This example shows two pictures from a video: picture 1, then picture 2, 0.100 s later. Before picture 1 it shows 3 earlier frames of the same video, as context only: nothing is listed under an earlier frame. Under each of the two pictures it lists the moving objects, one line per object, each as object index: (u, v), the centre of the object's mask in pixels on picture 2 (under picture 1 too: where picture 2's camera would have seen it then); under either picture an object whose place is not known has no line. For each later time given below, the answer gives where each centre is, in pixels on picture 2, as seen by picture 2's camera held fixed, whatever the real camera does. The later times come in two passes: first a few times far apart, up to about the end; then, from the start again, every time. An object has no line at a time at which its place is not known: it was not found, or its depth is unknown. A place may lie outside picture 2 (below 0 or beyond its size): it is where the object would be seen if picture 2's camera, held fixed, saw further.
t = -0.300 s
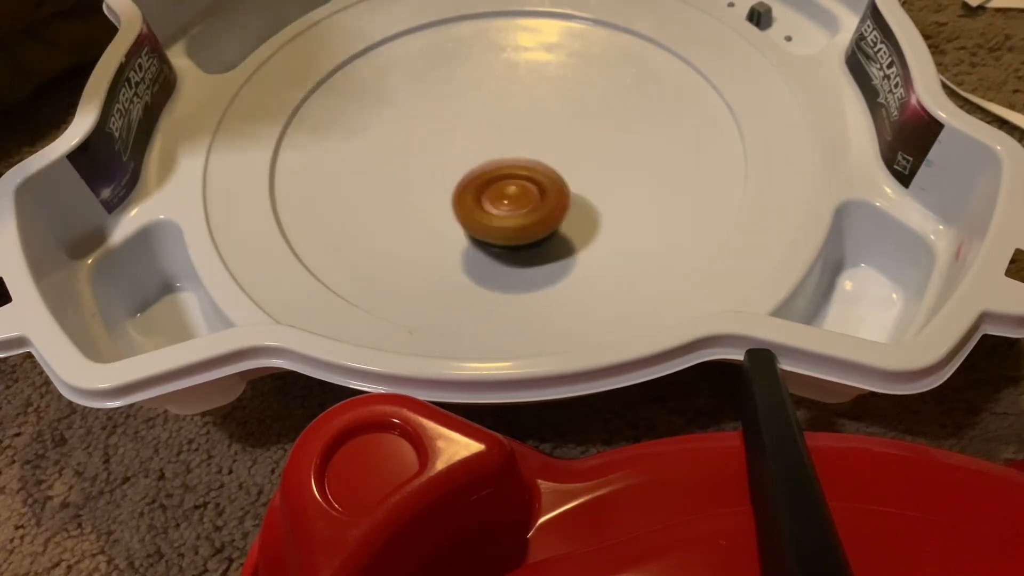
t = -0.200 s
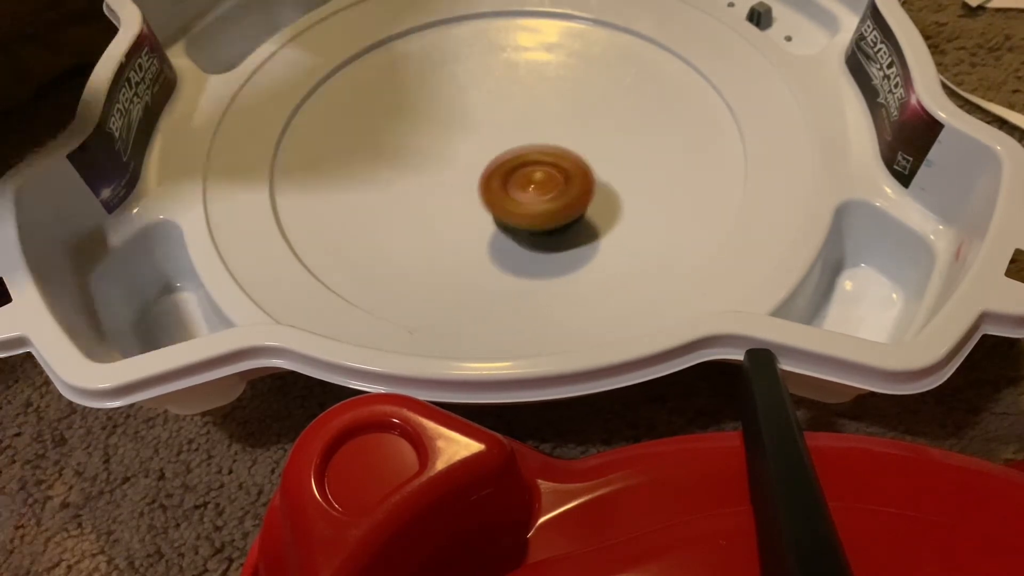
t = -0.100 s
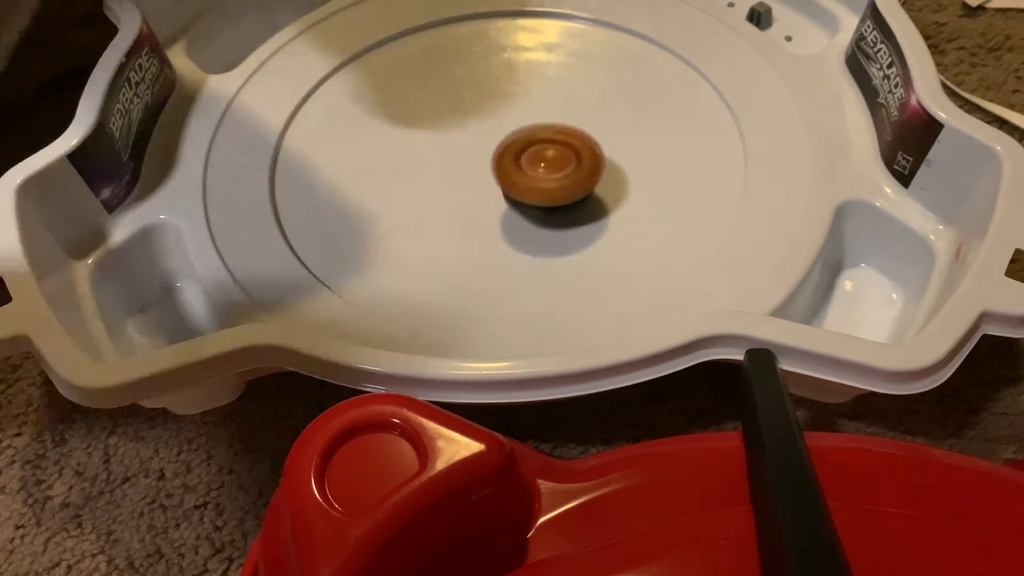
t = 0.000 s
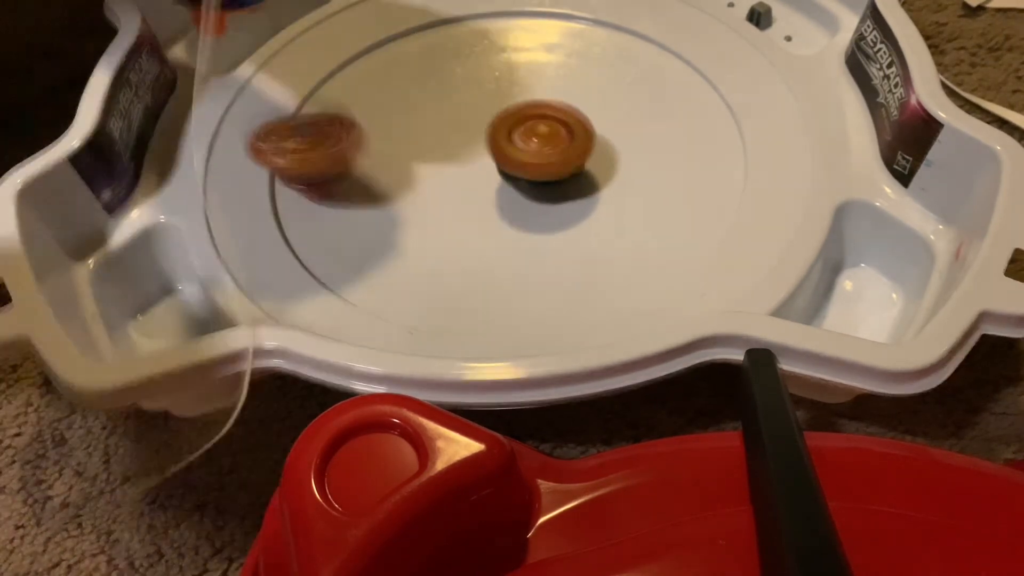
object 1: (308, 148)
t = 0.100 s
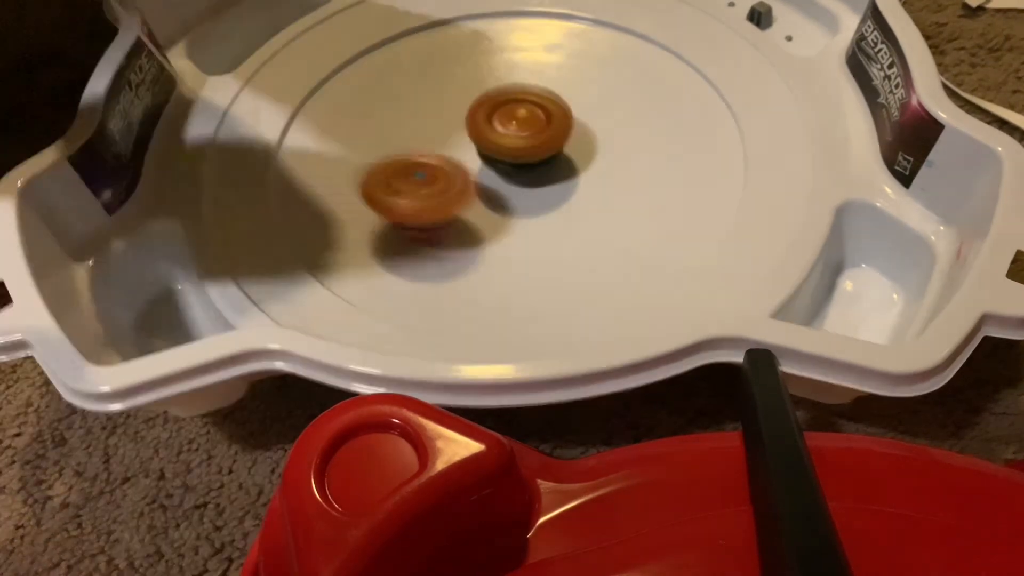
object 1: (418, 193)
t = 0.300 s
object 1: (541, 172)
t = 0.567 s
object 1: (526, 120)
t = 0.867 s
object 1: (509, 140)
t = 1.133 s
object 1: (609, 93)
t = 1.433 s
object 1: (525, 26)
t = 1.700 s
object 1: (446, 127)
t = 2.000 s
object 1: (608, 194)
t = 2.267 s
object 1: (646, 99)
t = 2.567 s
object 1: (464, 84)
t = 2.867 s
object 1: (403, 174)
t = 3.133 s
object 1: (365, 61)
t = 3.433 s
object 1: (433, 55)
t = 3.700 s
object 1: (546, 27)
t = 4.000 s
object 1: (581, 28)
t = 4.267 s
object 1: (578, 126)
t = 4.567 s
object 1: (586, 227)
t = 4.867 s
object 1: (524, 211)
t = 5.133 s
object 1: (408, 147)
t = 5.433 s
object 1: (374, 104)
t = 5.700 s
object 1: (443, 51)
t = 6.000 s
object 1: (506, 35)
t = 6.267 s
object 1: (587, 92)
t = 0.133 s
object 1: (452, 198)
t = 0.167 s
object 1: (486, 205)
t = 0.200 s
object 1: (509, 203)
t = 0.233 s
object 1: (526, 196)
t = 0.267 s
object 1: (537, 185)
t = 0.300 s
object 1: (541, 172)
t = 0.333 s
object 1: (541, 157)
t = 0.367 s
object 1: (538, 145)
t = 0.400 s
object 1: (549, 145)
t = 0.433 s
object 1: (554, 142)
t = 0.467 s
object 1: (552, 138)
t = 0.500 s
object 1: (544, 131)
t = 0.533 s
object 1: (535, 125)
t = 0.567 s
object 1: (526, 120)
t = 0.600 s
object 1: (517, 117)
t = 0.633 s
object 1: (508, 115)
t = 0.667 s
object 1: (497, 115)
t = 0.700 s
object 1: (488, 116)
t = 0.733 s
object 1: (479, 119)
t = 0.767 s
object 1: (471, 122)
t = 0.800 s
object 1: (464, 129)
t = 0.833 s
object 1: (487, 135)
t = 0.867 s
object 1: (509, 140)
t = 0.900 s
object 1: (529, 141)
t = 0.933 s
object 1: (548, 140)
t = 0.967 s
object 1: (566, 136)
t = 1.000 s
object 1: (582, 130)
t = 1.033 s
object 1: (594, 122)
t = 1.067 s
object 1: (603, 112)
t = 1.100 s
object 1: (608, 102)
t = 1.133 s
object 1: (609, 93)
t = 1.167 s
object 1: (607, 83)
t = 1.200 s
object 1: (601, 75)
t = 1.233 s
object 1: (592, 69)
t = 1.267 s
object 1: (579, 64)
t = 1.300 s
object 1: (571, 55)
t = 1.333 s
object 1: (566, 39)
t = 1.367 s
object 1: (556, 32)
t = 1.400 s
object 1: (542, 27)
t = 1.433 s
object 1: (525, 26)
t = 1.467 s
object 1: (506, 28)
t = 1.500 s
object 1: (488, 31)
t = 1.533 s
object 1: (473, 38)
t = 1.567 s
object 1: (460, 52)
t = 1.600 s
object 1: (449, 70)
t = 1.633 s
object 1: (443, 89)
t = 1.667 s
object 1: (442, 108)
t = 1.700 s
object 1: (446, 127)
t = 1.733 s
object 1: (453, 145)
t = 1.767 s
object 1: (464, 159)
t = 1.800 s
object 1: (479, 173)
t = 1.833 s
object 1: (498, 184)
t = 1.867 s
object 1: (518, 192)
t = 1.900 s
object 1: (541, 197)
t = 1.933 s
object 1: (565, 199)
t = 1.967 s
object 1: (588, 198)
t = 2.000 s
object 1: (608, 194)
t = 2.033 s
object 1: (629, 187)
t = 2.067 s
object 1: (646, 176)
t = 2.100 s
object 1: (658, 166)
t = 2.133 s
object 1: (669, 151)
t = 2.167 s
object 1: (672, 135)
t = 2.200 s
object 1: (669, 123)
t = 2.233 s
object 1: (661, 109)
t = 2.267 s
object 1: (646, 99)
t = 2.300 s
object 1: (628, 92)
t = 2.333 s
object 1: (606, 86)
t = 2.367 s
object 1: (581, 85)
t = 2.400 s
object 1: (556, 86)
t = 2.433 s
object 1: (531, 89)
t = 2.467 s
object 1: (510, 90)
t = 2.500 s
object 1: (496, 84)
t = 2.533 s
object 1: (481, 82)
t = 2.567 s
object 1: (464, 84)
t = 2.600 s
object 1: (446, 87)
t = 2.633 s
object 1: (429, 94)
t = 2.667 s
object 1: (414, 102)
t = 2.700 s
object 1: (401, 112)
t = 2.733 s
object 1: (392, 125)
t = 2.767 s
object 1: (387, 139)
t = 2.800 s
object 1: (388, 153)
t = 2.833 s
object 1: (396, 169)
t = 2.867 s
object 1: (403, 174)
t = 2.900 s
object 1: (391, 150)
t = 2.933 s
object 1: (385, 128)
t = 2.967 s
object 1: (382, 111)
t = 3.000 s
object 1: (377, 98)
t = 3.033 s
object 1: (374, 86)
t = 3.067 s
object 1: (370, 77)
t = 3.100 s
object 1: (367, 69)
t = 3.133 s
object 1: (365, 61)
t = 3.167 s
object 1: (364, 56)
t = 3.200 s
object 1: (366, 50)
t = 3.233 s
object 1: (370, 47)
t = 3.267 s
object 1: (375, 47)
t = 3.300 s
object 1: (382, 48)
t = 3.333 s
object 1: (392, 48)
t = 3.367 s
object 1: (404, 49)
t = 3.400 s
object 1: (418, 51)
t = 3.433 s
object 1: (433, 55)
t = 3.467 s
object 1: (450, 59)
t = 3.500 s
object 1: (466, 61)
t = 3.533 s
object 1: (483, 64)
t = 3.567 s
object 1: (501, 64)
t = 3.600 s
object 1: (516, 55)
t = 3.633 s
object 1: (527, 41)
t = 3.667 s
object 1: (537, 33)
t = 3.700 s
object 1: (546, 27)
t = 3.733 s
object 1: (554, 23)
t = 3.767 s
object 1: (561, 19)
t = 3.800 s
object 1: (566, 17)
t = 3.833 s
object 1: (572, 15)
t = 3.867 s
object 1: (572, 18)
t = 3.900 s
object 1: (573, 18)
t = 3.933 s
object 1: (577, 20)
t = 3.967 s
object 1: (579, 24)
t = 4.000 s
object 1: (581, 28)
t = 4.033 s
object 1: (582, 33)
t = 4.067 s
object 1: (582, 41)
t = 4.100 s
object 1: (581, 54)
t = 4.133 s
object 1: (580, 68)
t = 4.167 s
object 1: (579, 82)
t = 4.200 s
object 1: (578, 97)
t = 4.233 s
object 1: (577, 111)
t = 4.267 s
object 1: (578, 126)
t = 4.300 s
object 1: (579, 140)
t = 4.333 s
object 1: (580, 155)
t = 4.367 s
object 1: (580, 168)
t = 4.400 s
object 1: (581, 180)
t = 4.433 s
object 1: (583, 192)
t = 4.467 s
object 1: (584, 202)
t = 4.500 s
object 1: (585, 212)
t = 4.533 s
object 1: (586, 221)
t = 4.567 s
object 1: (586, 227)
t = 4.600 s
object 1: (586, 231)
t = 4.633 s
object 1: (584, 234)
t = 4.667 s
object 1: (581, 235)
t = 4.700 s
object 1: (576, 235)
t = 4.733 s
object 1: (569, 233)
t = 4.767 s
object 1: (565, 231)
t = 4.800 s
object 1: (549, 223)
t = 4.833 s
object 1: (537, 217)
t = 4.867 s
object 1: (524, 211)
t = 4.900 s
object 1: (510, 208)
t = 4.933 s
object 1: (495, 197)
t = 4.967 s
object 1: (480, 193)
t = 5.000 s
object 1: (464, 182)
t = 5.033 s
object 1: (450, 173)
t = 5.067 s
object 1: (436, 164)
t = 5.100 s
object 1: (421, 156)
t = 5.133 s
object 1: (408, 147)
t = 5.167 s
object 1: (396, 139)
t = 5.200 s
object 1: (385, 131)
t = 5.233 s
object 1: (376, 124)
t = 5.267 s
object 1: (369, 117)
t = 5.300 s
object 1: (364, 113)
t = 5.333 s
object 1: (363, 109)
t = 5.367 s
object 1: (364, 107)
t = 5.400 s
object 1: (368, 106)
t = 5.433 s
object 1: (374, 104)
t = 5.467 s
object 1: (381, 103)
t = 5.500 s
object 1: (390, 102)
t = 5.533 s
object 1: (402, 101)
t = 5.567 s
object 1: (416, 99)
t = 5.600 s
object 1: (430, 96)
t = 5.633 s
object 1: (438, 86)
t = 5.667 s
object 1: (439, 66)
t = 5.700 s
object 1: (443, 51)
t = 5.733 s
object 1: (448, 42)
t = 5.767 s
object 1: (454, 36)
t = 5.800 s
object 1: (460, 33)
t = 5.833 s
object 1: (467, 32)
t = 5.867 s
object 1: (473, 31)
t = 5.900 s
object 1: (480, 31)
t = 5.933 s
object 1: (488, 32)
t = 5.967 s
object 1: (496, 33)
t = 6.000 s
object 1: (506, 35)
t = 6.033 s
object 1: (516, 39)
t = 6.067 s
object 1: (527, 43)
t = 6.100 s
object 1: (538, 50)
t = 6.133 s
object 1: (547, 58)
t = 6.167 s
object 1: (558, 67)
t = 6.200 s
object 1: (568, 76)
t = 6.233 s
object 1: (578, 83)
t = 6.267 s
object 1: (587, 92)
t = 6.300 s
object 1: (600, 94)
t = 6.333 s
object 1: (611, 97)
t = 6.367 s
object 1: (622, 100)
